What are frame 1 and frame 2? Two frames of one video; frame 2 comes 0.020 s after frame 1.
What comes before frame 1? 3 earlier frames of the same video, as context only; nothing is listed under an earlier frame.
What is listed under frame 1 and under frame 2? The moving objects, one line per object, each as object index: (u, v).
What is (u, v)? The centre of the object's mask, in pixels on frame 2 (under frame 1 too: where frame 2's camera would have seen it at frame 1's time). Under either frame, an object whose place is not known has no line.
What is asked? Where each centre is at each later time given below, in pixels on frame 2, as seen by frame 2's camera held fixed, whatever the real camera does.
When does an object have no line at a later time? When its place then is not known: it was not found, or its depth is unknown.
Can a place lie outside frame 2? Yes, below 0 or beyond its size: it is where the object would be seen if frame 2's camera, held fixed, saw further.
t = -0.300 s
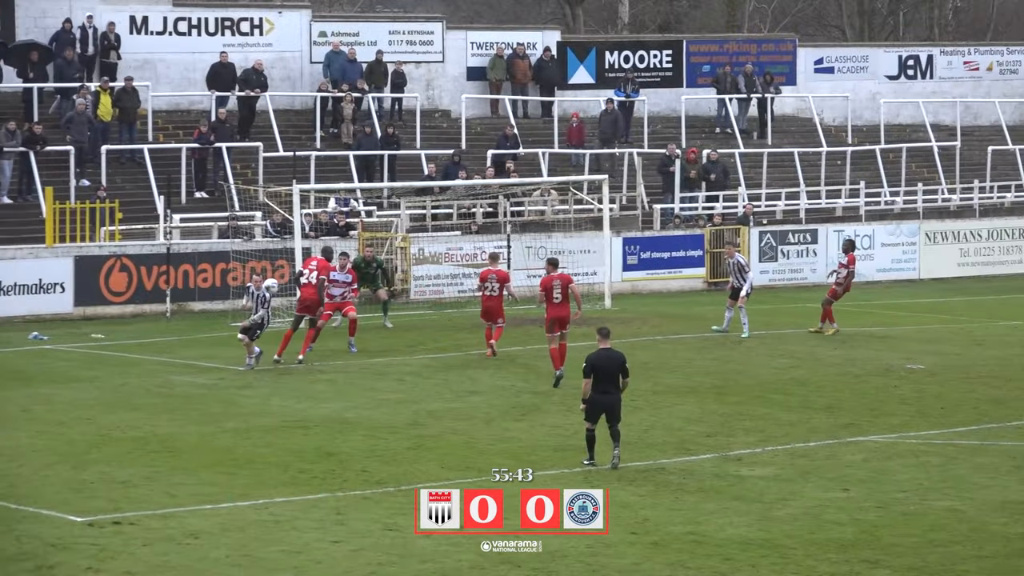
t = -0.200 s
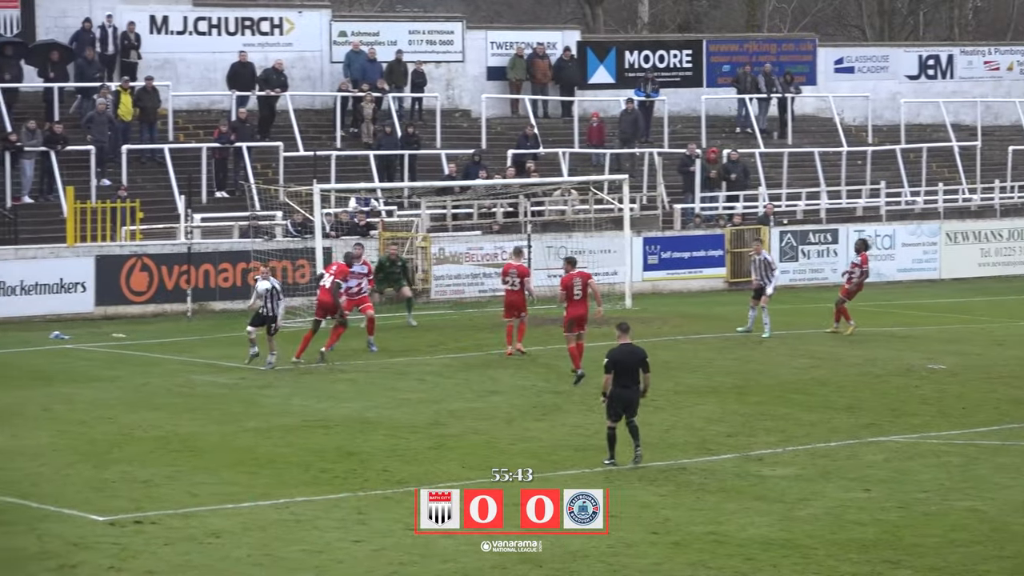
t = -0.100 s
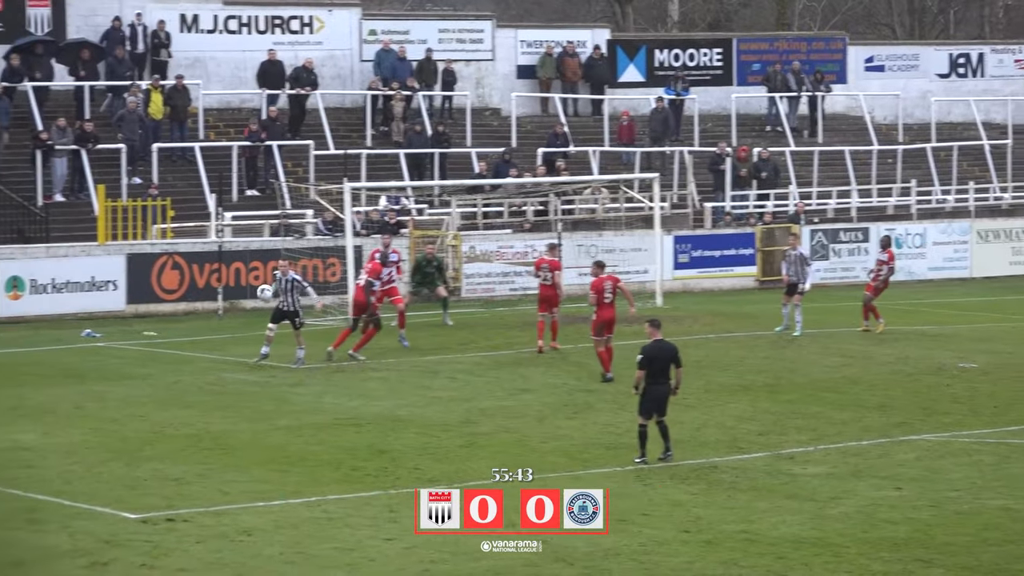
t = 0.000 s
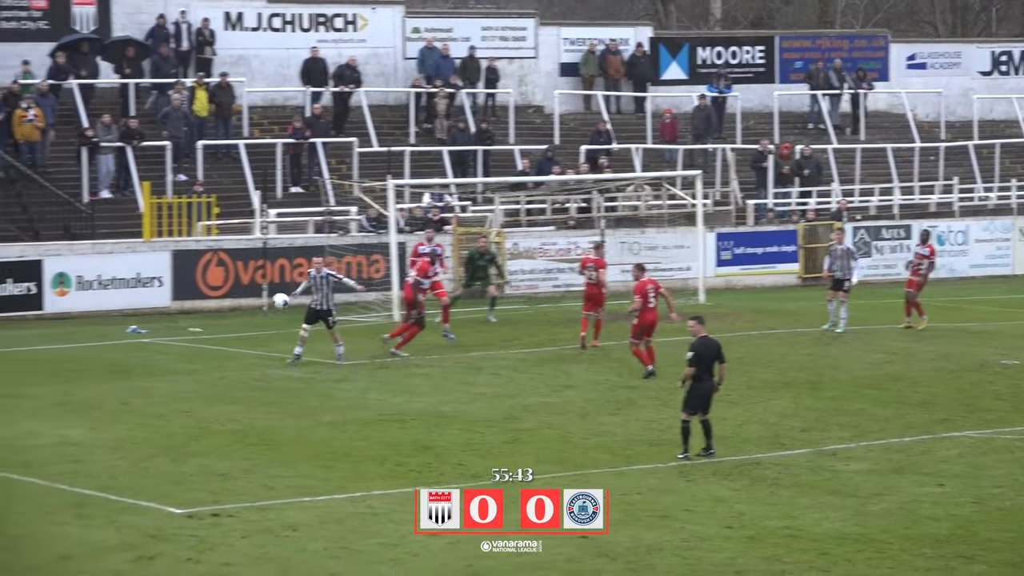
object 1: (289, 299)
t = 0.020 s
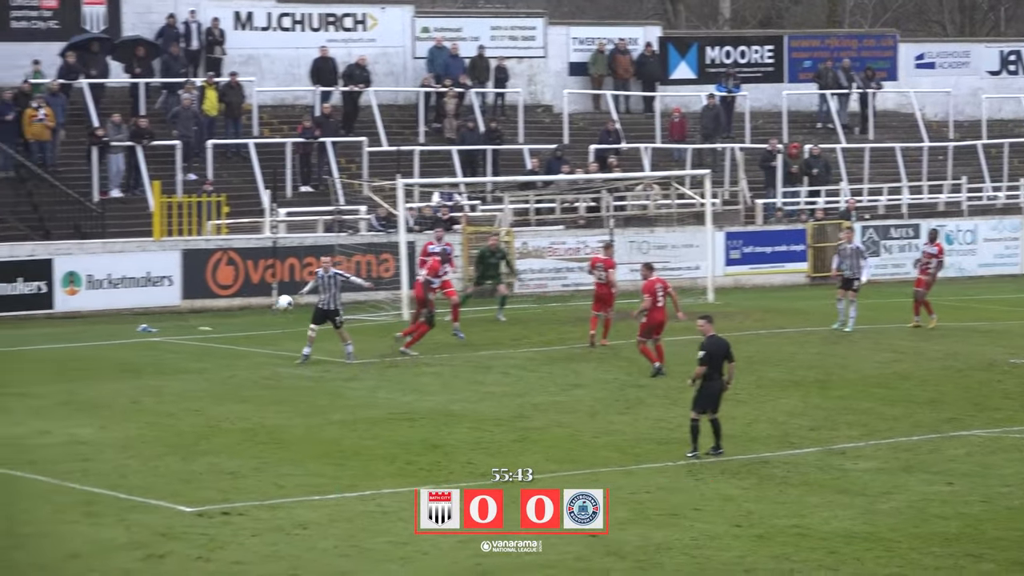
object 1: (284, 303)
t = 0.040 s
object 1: (279, 306)
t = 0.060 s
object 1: (273, 309)
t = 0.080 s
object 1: (268, 313)
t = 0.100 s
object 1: (262, 318)
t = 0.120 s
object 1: (257, 321)
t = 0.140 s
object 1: (252, 325)
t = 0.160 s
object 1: (246, 330)
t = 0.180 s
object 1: (240, 335)
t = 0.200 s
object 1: (235, 340)
